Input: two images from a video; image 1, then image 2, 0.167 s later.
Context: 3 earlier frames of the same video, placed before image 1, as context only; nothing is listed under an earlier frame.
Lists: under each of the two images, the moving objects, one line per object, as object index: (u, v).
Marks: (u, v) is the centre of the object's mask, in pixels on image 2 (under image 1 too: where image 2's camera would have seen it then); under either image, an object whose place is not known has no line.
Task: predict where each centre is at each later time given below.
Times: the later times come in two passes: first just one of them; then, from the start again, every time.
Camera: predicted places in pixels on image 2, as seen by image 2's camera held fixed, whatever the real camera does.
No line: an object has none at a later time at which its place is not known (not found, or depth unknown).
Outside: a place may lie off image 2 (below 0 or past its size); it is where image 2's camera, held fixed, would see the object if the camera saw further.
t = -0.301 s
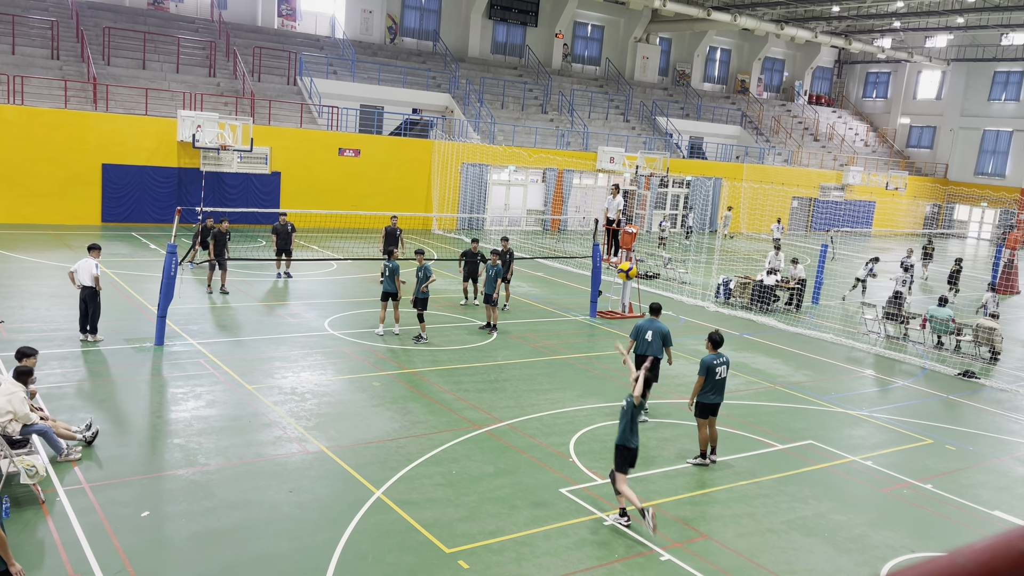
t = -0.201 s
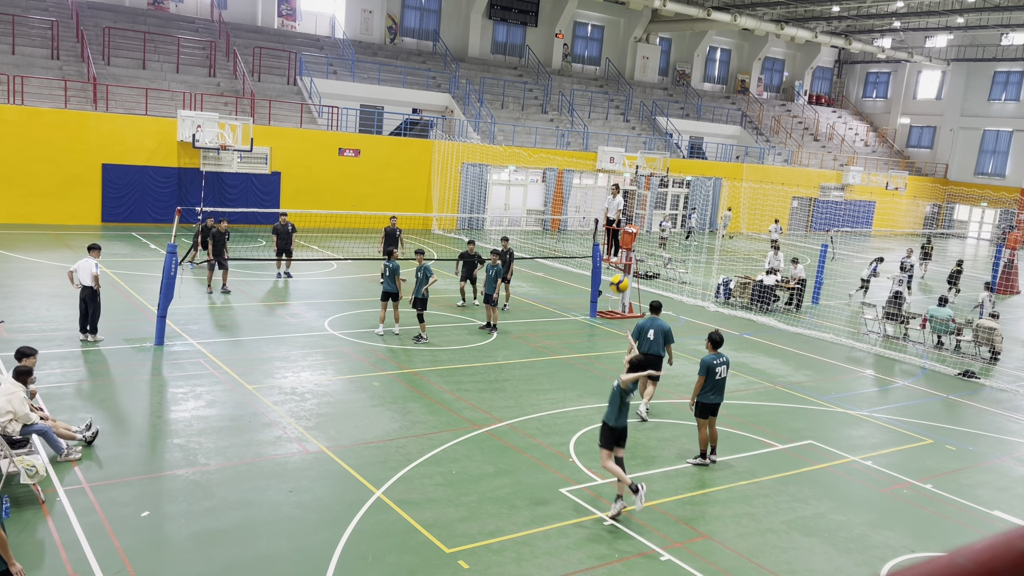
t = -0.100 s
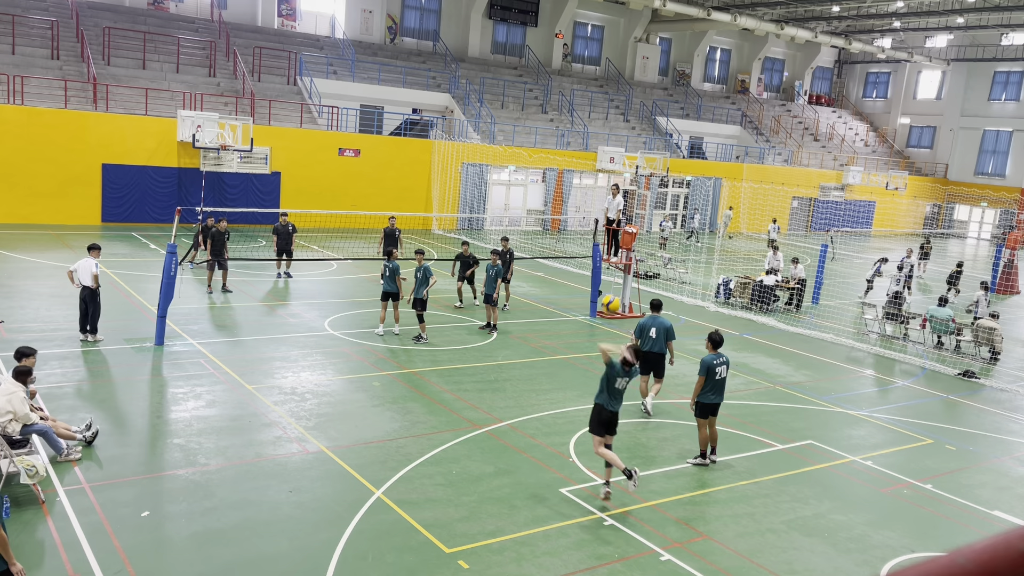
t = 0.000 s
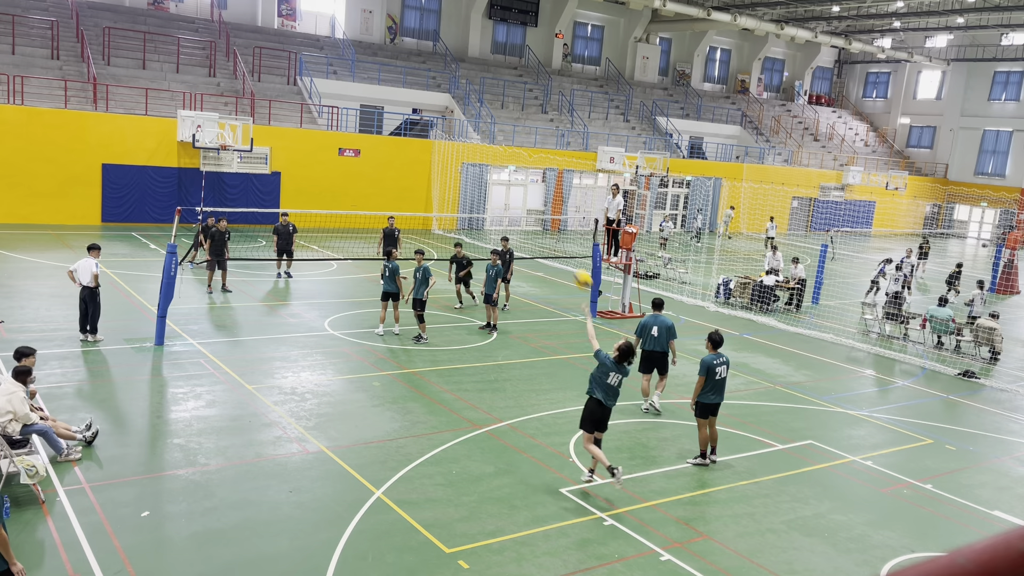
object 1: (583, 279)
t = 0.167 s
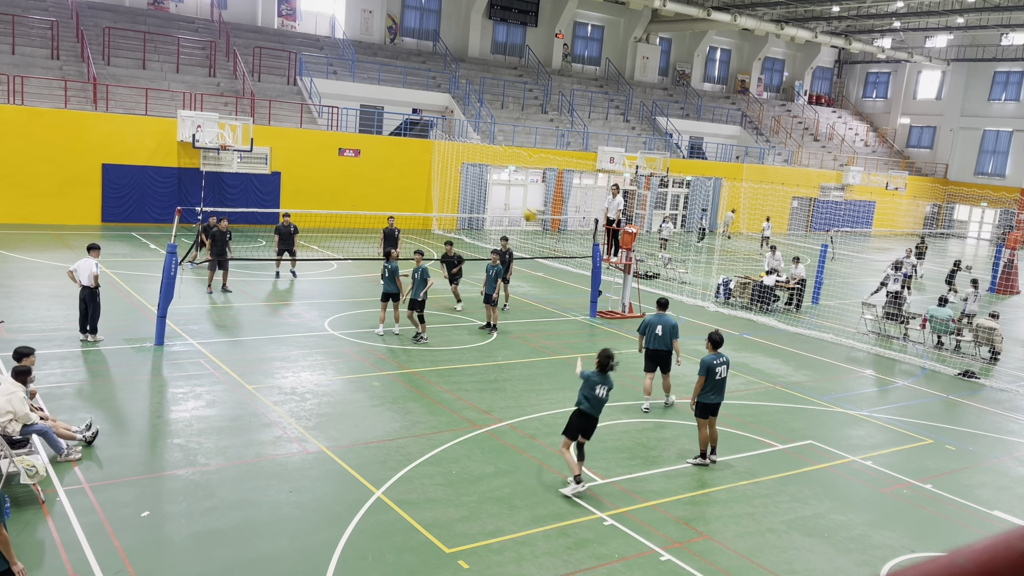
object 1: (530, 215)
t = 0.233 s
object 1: (512, 200)
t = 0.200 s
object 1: (521, 207)
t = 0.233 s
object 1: (512, 200)
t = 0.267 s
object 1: (504, 194)
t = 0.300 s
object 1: (497, 190)
